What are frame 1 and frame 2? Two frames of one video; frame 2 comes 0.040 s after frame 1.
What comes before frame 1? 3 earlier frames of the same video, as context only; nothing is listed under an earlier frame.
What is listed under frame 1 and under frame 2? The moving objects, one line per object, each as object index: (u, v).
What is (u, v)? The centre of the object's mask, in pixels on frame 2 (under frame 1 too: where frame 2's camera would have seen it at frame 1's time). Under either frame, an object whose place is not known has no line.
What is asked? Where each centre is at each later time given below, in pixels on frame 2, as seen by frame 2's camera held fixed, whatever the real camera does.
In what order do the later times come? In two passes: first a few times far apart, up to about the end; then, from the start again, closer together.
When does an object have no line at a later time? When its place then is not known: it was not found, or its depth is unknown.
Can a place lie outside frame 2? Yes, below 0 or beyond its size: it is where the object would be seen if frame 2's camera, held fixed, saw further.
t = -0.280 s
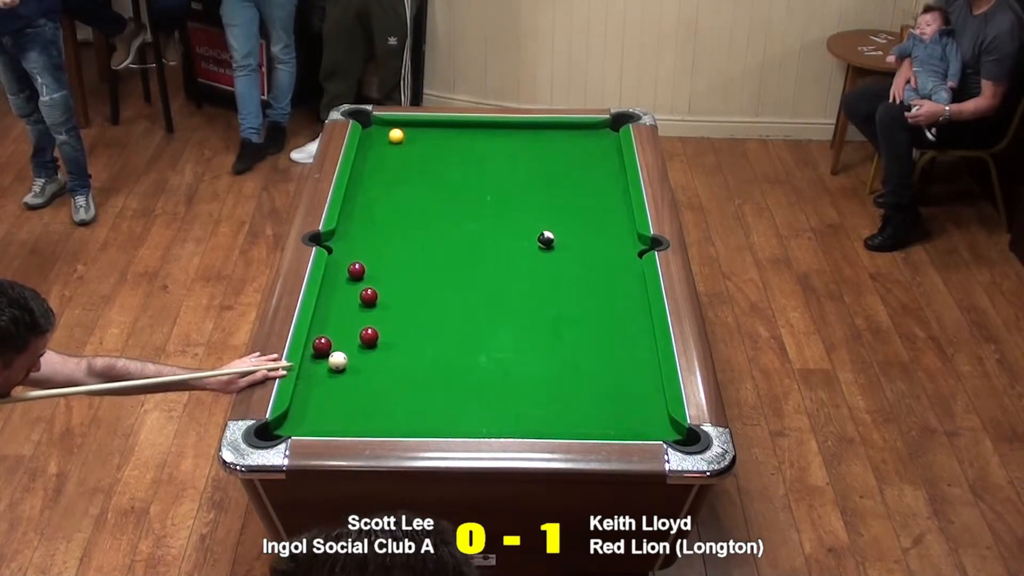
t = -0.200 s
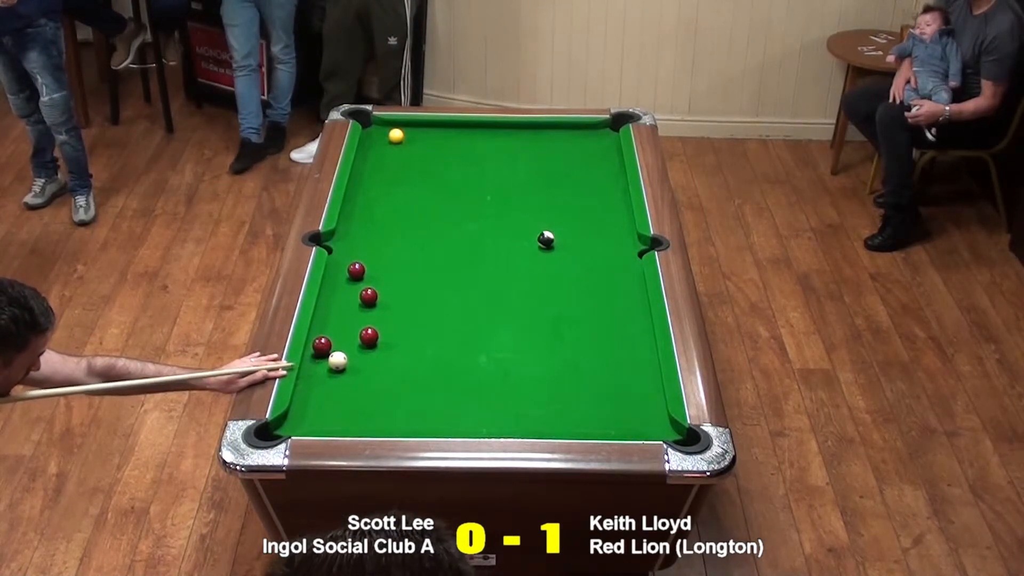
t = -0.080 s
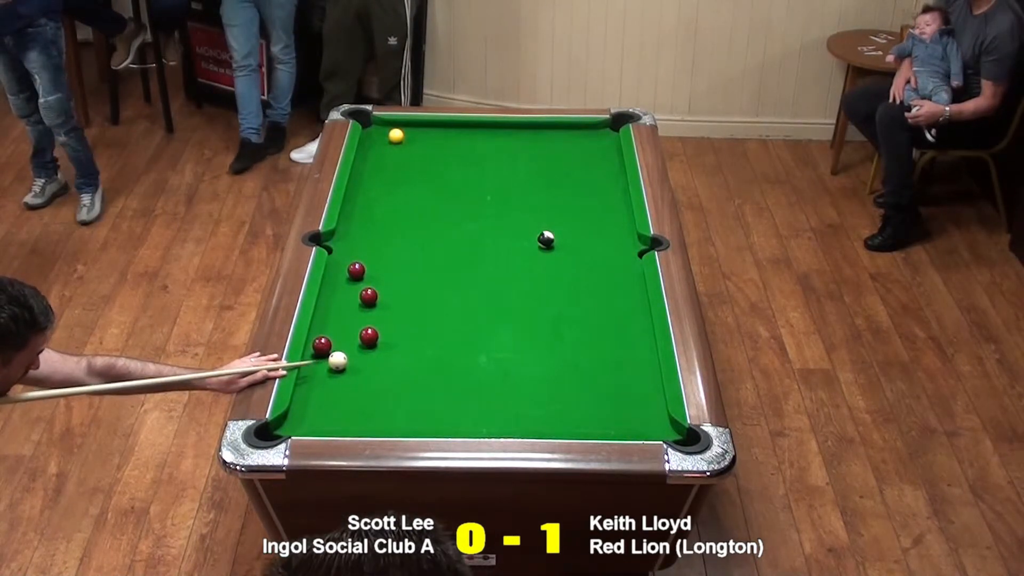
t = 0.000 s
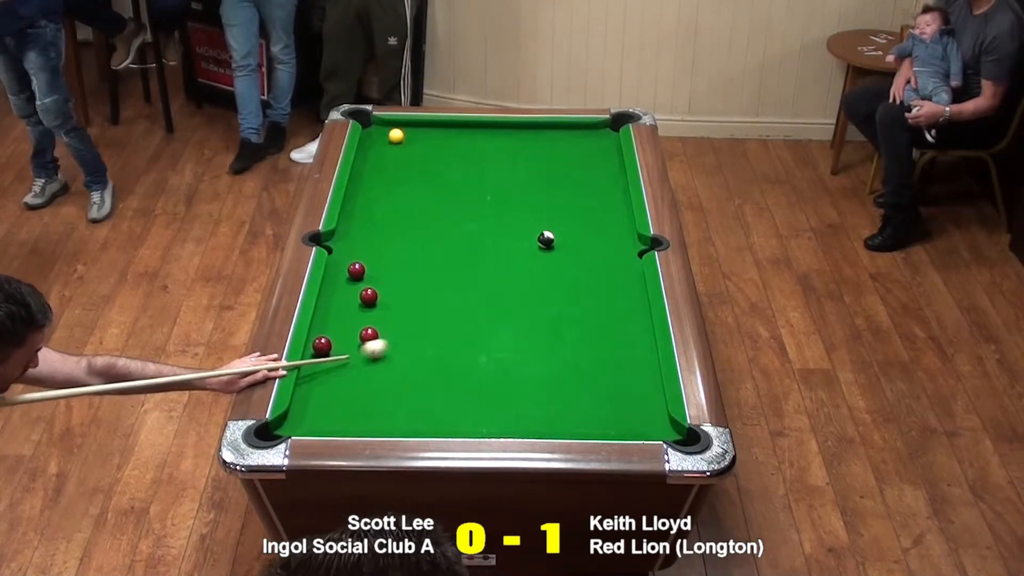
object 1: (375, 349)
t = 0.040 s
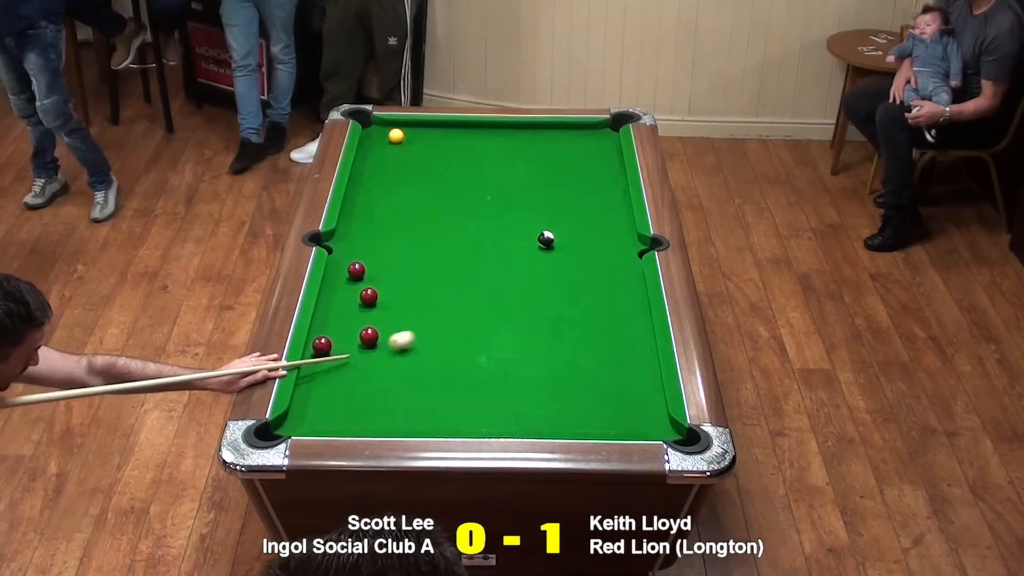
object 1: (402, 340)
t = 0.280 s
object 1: (529, 300)
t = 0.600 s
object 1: (613, 253)
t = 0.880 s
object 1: (540, 213)
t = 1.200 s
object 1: (469, 174)
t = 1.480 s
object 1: (414, 143)
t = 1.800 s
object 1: (410, 131)
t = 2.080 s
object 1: (411, 125)
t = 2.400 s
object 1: (404, 130)
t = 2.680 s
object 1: (398, 134)
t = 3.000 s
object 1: (393, 137)
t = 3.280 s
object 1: (390, 139)
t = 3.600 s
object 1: (387, 141)
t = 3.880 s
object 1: (386, 141)
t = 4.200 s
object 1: (386, 141)
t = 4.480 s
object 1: (386, 141)
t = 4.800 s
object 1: (386, 141)
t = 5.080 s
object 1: (386, 141)
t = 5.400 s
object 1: (386, 141)
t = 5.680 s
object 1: (386, 141)
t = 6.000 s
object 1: (386, 141)
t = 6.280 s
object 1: (386, 141)
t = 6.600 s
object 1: (386, 141)
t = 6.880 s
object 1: (386, 141)
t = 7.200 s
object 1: (386, 141)
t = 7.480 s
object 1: (386, 141)
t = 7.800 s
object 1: (386, 141)
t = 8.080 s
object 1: (386, 141)
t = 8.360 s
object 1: (386, 141)
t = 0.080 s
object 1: (427, 333)
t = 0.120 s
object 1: (451, 326)
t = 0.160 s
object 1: (473, 319)
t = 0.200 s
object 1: (493, 312)
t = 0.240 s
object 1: (511, 306)
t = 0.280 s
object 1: (529, 300)
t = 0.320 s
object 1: (546, 294)
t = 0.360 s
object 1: (563, 288)
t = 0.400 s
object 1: (580, 283)
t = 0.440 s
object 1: (596, 277)
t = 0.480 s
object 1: (612, 271)
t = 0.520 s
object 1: (628, 266)
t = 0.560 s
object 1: (626, 260)
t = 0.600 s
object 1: (613, 253)
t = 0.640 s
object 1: (601, 247)
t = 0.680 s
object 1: (590, 241)
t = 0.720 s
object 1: (580, 235)
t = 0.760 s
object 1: (570, 230)
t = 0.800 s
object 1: (560, 224)
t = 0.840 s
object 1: (550, 219)
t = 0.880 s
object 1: (540, 213)
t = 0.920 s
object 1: (531, 208)
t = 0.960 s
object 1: (521, 203)
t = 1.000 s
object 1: (512, 198)
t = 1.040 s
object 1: (503, 193)
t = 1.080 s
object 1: (494, 188)
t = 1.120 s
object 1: (486, 183)
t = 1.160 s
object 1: (477, 179)
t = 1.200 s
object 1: (469, 174)
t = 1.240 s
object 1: (460, 169)
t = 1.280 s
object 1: (452, 165)
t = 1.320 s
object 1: (444, 161)
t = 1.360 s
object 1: (436, 156)
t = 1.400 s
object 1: (429, 152)
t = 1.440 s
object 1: (421, 147)
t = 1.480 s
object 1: (414, 143)
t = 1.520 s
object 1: (407, 140)
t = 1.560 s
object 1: (409, 139)
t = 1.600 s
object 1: (409, 138)
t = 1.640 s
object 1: (410, 137)
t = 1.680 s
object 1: (410, 135)
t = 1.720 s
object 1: (410, 134)
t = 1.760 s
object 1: (410, 133)
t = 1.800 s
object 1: (410, 131)
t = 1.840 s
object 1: (411, 130)
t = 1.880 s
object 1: (411, 129)
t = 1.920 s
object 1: (411, 128)
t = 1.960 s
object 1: (411, 127)
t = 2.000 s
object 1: (411, 125)
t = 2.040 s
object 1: (411, 124)
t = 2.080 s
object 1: (411, 125)
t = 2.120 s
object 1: (410, 125)
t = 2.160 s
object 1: (409, 126)
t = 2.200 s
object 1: (408, 127)
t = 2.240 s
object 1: (407, 128)
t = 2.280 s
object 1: (406, 128)
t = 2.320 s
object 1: (405, 129)
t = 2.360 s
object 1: (405, 129)
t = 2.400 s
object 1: (404, 130)
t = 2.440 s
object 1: (403, 131)
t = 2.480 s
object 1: (402, 131)
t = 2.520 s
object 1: (401, 132)
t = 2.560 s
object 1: (400, 132)
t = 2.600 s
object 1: (400, 133)
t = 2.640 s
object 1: (399, 133)
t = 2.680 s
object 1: (398, 134)
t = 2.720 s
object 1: (397, 134)
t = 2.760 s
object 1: (397, 135)
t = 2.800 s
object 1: (396, 135)
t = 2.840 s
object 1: (396, 136)
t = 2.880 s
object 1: (395, 136)
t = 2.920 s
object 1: (394, 137)
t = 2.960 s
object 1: (394, 137)
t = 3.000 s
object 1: (393, 137)
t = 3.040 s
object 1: (393, 138)
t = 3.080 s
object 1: (392, 138)
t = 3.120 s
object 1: (391, 138)
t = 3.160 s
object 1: (391, 139)
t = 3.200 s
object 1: (391, 139)
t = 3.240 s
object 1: (390, 139)
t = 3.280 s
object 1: (390, 139)
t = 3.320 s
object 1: (389, 139)
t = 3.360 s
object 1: (389, 140)
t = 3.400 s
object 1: (389, 140)
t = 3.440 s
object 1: (388, 140)
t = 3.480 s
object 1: (388, 140)
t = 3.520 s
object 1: (388, 140)
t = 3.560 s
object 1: (387, 141)
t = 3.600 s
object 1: (387, 141)
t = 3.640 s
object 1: (387, 141)
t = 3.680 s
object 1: (387, 141)
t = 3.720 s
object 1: (386, 141)
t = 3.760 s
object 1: (386, 141)
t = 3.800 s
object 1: (386, 141)
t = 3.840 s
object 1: (386, 141)
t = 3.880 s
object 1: (386, 141)
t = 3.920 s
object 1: (386, 141)
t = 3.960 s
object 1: (386, 141)
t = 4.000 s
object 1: (386, 141)
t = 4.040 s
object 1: (386, 141)
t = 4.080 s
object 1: (386, 141)
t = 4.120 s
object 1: (386, 141)
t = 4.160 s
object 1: (386, 141)
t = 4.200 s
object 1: (386, 141)
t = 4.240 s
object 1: (386, 141)
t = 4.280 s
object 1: (386, 141)
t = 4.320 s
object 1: (386, 141)
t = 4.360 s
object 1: (386, 141)
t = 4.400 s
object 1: (386, 141)
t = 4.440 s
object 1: (386, 141)
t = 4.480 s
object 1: (386, 141)
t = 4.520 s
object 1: (386, 141)
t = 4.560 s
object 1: (386, 141)
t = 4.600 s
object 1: (386, 141)
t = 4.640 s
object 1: (386, 141)
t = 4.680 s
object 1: (386, 141)
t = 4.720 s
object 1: (386, 141)
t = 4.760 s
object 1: (386, 141)
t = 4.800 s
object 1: (386, 141)
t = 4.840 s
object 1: (386, 141)
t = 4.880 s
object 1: (386, 141)
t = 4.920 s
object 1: (386, 141)
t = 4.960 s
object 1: (386, 141)
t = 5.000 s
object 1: (386, 141)
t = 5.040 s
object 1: (386, 141)
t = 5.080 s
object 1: (386, 141)
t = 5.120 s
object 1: (386, 141)
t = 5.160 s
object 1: (386, 141)
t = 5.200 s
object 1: (386, 141)
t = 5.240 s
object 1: (386, 141)
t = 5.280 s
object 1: (386, 141)
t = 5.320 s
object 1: (386, 141)
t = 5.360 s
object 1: (386, 141)
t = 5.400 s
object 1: (386, 141)
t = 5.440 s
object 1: (386, 141)
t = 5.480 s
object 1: (386, 141)
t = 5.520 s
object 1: (386, 141)
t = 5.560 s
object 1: (386, 141)
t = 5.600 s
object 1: (386, 141)
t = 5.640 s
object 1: (386, 141)
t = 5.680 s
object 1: (386, 141)
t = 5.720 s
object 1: (386, 141)
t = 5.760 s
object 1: (386, 141)
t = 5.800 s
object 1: (386, 141)
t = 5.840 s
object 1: (386, 141)
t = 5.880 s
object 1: (386, 141)
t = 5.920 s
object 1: (386, 141)
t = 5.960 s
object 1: (386, 141)
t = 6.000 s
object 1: (386, 141)
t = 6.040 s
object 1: (386, 141)
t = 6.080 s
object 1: (386, 141)
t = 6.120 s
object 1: (386, 141)
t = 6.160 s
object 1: (386, 141)
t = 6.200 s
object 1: (386, 141)
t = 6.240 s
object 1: (386, 141)
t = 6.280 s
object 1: (386, 141)
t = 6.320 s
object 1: (386, 141)
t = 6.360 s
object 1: (386, 141)
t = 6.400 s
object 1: (386, 141)
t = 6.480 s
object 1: (386, 141)
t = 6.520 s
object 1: (386, 141)
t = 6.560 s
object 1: (386, 141)
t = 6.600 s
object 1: (386, 141)
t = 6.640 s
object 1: (386, 141)
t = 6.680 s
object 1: (386, 141)
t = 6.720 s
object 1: (386, 141)
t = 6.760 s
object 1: (386, 141)
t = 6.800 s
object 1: (386, 141)
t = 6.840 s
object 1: (386, 141)
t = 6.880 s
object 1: (386, 141)
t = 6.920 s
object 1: (386, 141)
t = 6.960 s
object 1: (386, 141)
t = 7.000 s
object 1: (386, 141)
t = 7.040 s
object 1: (386, 141)
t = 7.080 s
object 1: (386, 141)
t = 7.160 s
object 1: (386, 141)
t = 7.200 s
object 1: (386, 141)
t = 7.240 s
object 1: (386, 141)
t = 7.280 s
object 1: (386, 141)
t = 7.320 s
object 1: (386, 141)
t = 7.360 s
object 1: (386, 141)
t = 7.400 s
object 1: (386, 141)
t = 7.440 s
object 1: (386, 141)
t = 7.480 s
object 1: (386, 141)
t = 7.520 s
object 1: (386, 141)
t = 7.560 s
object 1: (386, 141)
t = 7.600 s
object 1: (386, 141)
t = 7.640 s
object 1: (386, 141)
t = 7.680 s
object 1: (386, 141)
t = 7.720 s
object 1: (386, 141)
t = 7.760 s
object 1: (386, 141)
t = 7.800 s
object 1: (386, 141)
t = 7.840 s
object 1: (386, 141)
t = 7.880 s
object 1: (386, 141)
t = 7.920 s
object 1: (386, 141)
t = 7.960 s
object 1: (386, 141)
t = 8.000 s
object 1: (386, 141)
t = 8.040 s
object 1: (386, 141)
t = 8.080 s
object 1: (386, 141)
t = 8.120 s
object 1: (386, 141)
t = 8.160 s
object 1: (386, 141)
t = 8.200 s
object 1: (386, 141)
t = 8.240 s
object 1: (386, 141)
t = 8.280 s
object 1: (386, 141)
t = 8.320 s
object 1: (386, 141)
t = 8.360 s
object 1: (386, 141)
